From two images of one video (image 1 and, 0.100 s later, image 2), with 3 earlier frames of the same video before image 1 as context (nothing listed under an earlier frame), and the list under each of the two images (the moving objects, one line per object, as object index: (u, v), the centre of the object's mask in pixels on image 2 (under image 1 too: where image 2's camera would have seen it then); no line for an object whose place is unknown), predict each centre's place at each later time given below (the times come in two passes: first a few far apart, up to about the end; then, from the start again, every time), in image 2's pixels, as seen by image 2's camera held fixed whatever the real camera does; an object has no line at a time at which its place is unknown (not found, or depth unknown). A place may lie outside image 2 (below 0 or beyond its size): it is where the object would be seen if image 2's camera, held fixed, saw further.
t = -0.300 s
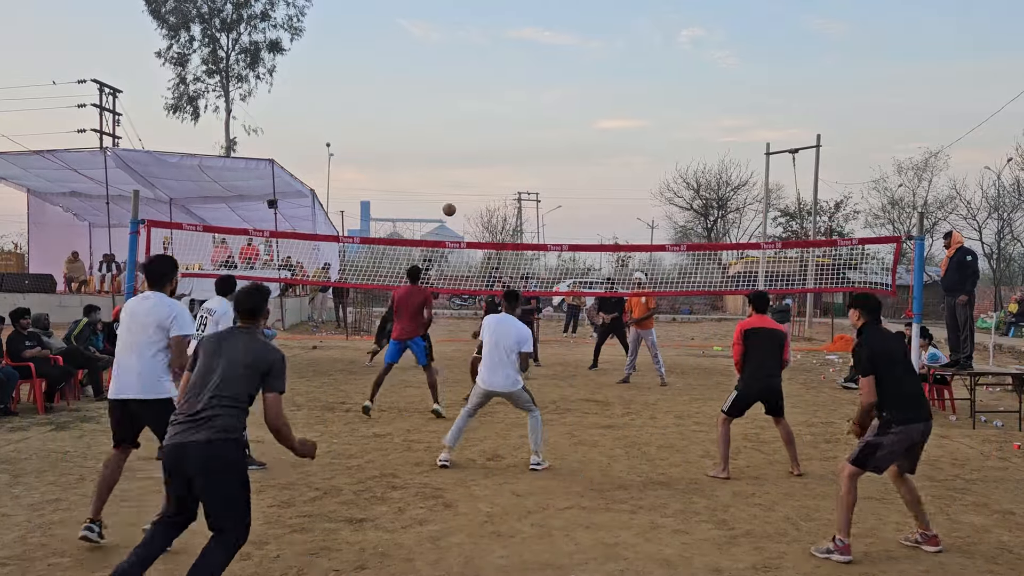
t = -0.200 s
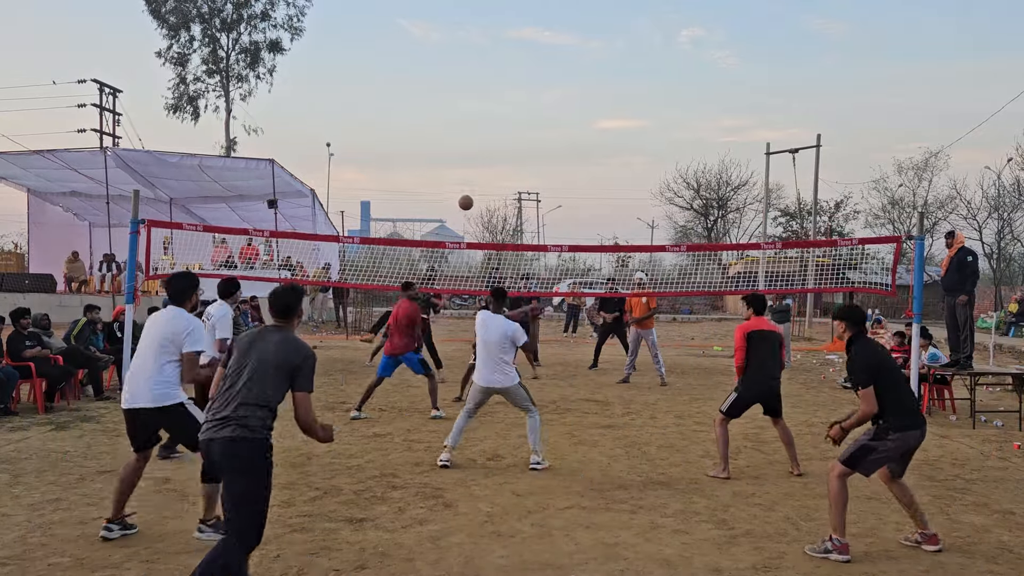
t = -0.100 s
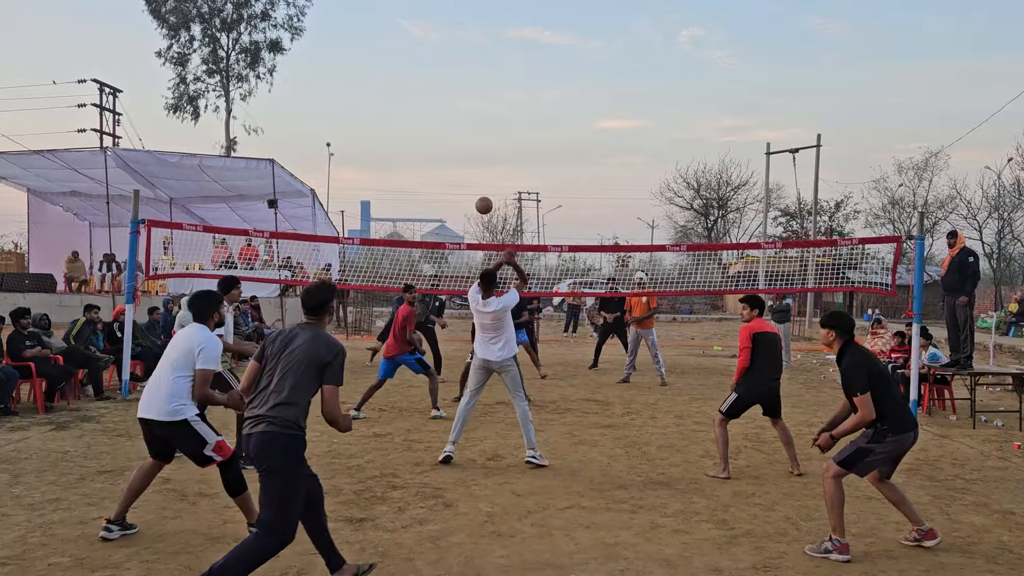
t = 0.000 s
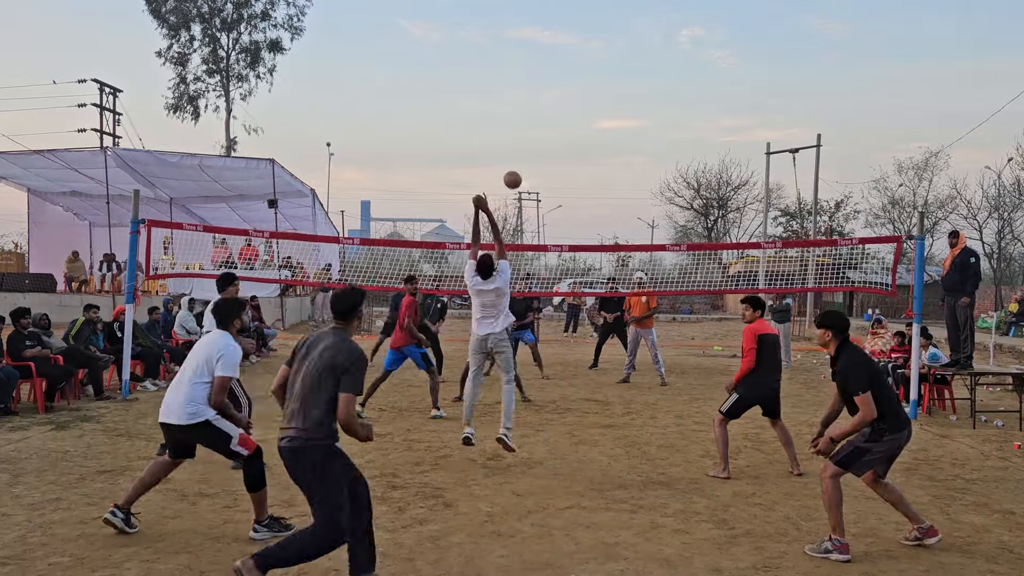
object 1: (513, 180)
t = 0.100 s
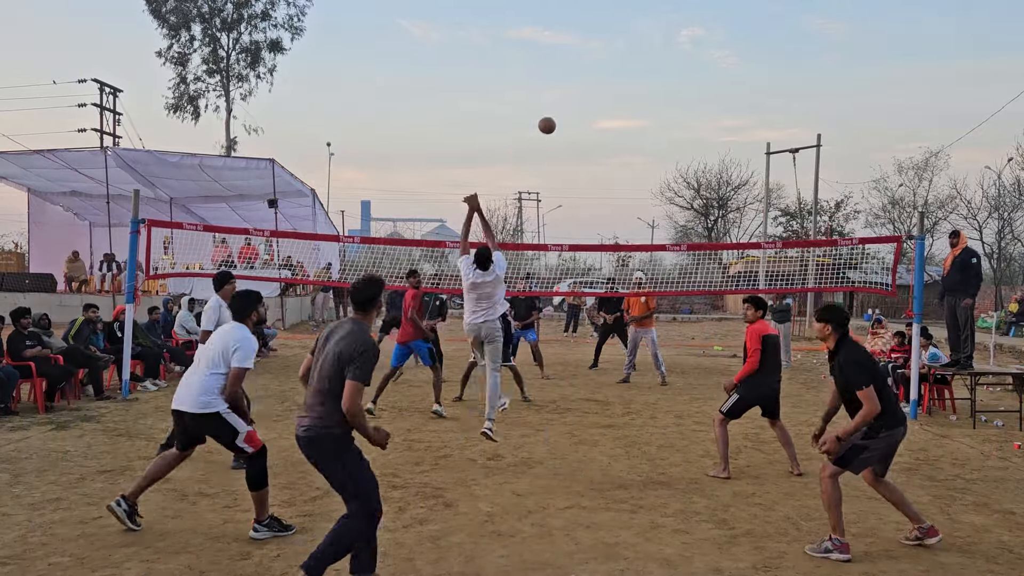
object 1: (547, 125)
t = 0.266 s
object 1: (596, 69)
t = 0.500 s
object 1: (652, 44)
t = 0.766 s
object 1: (703, 74)
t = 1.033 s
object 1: (744, 147)
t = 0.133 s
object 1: (558, 111)
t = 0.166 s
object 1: (567, 98)
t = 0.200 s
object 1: (577, 87)
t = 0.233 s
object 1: (586, 77)
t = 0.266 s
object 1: (596, 69)
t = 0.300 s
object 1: (605, 62)
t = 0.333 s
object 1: (614, 56)
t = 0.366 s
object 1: (622, 51)
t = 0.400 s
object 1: (629, 48)
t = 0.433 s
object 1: (637, 46)
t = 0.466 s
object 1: (645, 45)
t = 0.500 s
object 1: (652, 44)
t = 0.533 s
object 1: (659, 45)
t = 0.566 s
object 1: (666, 47)
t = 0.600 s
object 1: (673, 49)
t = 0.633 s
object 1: (679, 53)
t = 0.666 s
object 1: (686, 57)
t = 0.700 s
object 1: (692, 62)
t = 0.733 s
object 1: (697, 68)
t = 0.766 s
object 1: (703, 74)
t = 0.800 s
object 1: (709, 81)
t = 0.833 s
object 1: (714, 89)
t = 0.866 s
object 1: (720, 97)
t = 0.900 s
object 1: (725, 106)
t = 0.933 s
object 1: (730, 115)
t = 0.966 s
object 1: (735, 125)
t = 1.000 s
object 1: (740, 136)
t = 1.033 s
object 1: (744, 147)
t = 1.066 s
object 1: (749, 159)
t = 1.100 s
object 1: (753, 171)
